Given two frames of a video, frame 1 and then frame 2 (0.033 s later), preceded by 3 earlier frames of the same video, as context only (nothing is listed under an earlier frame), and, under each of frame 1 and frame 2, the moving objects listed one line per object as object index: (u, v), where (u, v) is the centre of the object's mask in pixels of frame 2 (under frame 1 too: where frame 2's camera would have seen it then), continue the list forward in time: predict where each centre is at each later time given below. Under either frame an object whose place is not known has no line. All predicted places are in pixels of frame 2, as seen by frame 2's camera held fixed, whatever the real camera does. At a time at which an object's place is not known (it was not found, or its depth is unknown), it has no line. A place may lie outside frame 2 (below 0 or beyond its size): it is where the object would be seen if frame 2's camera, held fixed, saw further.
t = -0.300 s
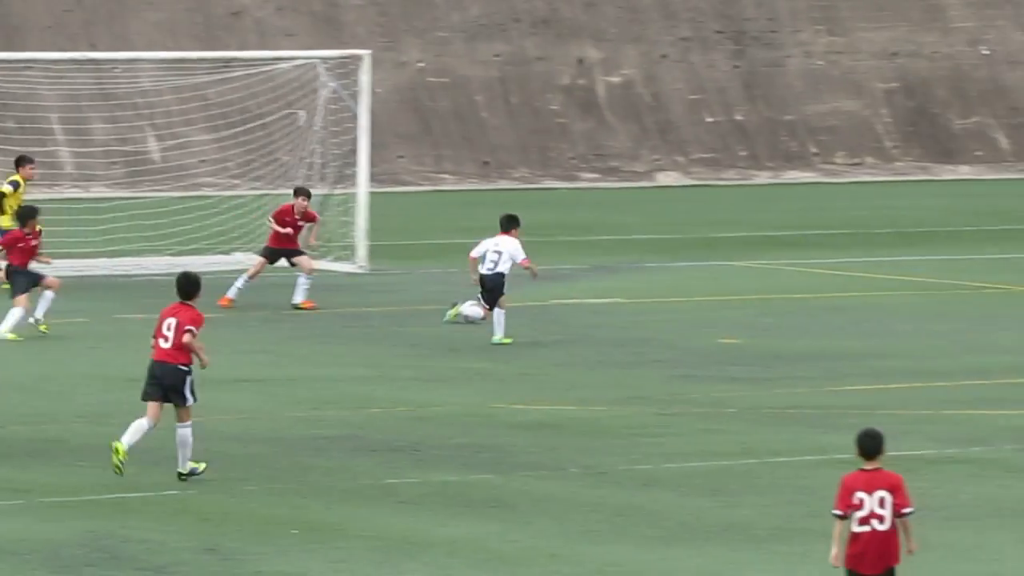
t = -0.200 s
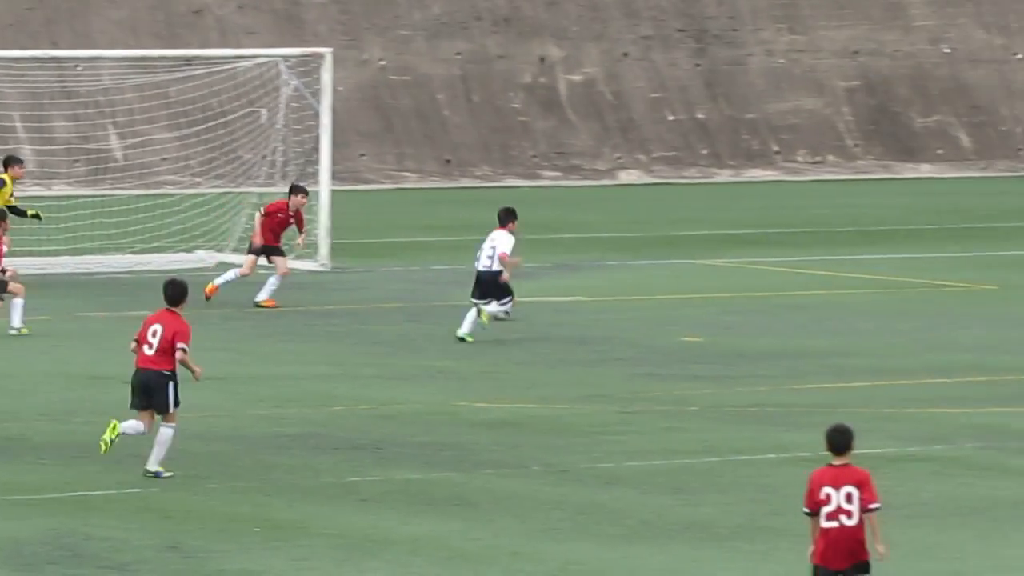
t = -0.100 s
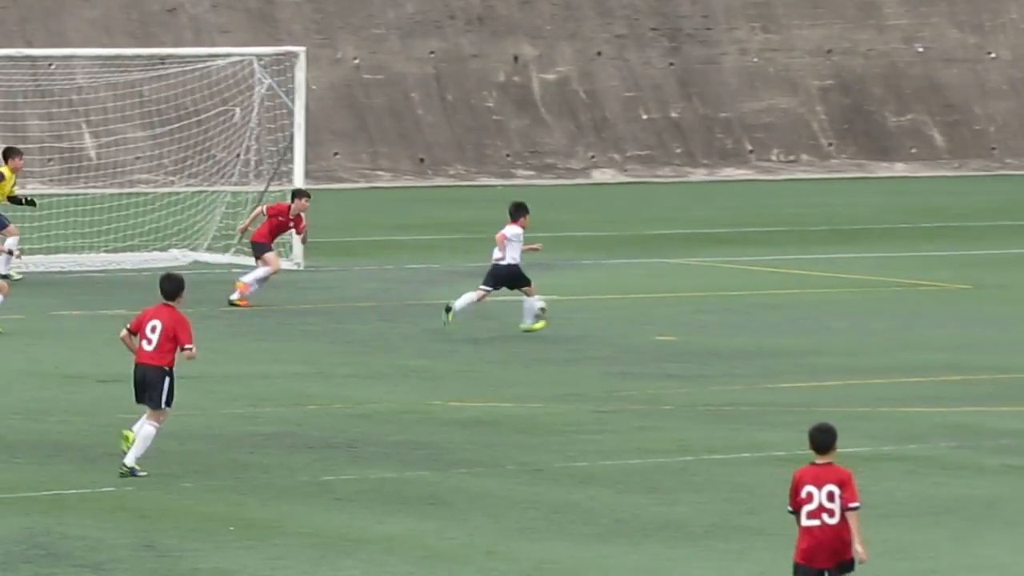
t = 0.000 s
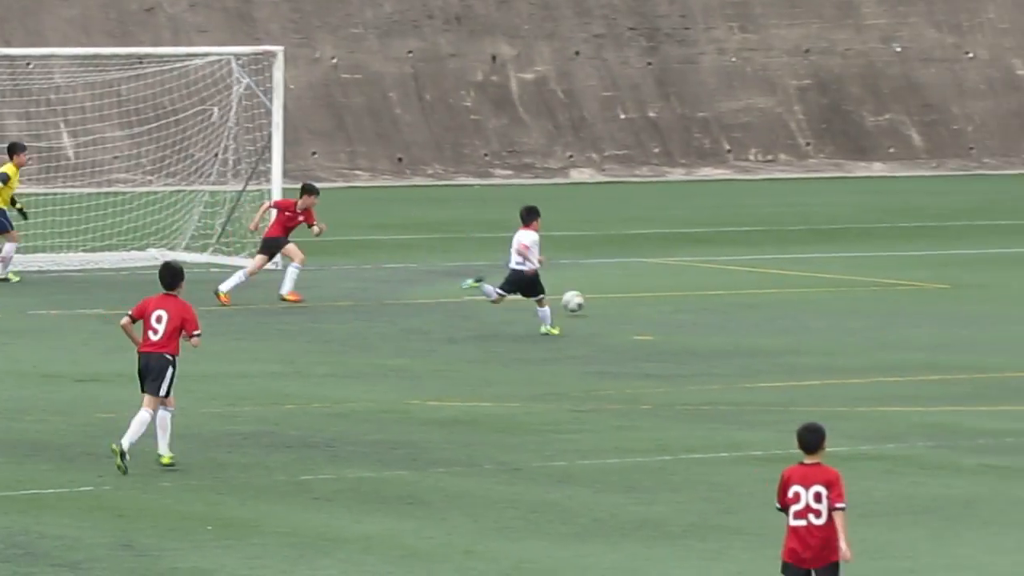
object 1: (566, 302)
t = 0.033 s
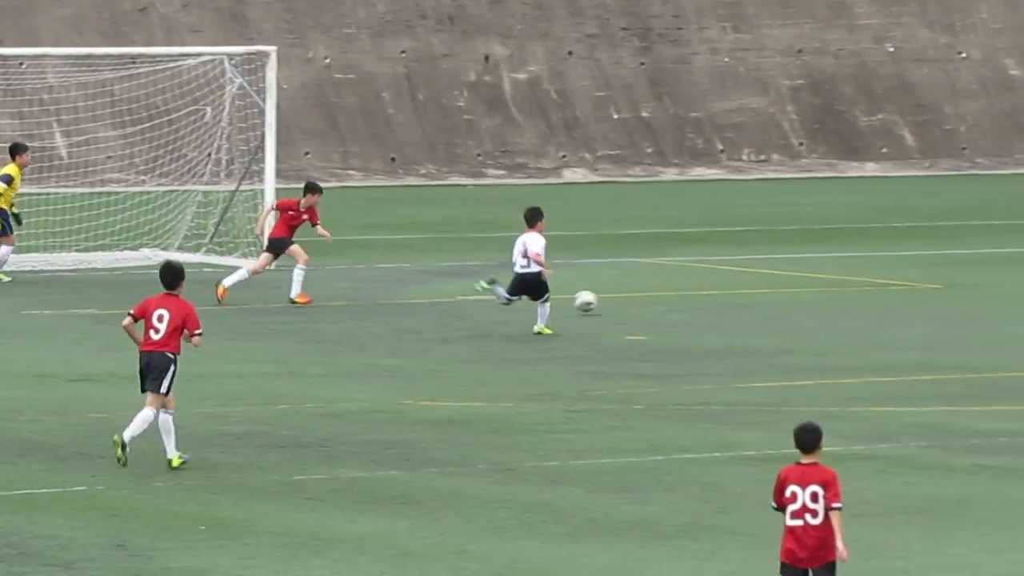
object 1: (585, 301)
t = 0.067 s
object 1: (603, 302)
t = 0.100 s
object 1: (623, 304)
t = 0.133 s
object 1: (641, 303)
